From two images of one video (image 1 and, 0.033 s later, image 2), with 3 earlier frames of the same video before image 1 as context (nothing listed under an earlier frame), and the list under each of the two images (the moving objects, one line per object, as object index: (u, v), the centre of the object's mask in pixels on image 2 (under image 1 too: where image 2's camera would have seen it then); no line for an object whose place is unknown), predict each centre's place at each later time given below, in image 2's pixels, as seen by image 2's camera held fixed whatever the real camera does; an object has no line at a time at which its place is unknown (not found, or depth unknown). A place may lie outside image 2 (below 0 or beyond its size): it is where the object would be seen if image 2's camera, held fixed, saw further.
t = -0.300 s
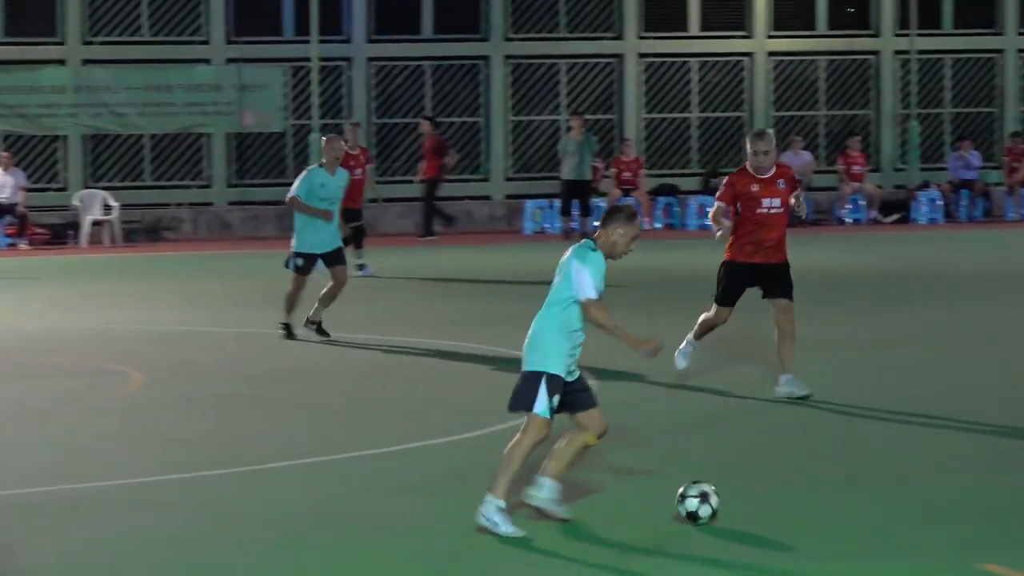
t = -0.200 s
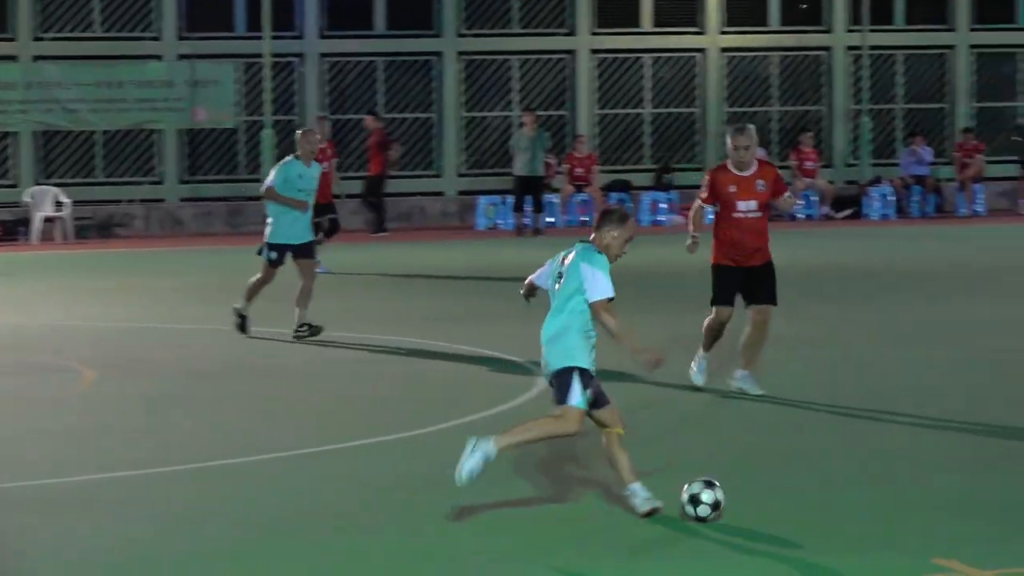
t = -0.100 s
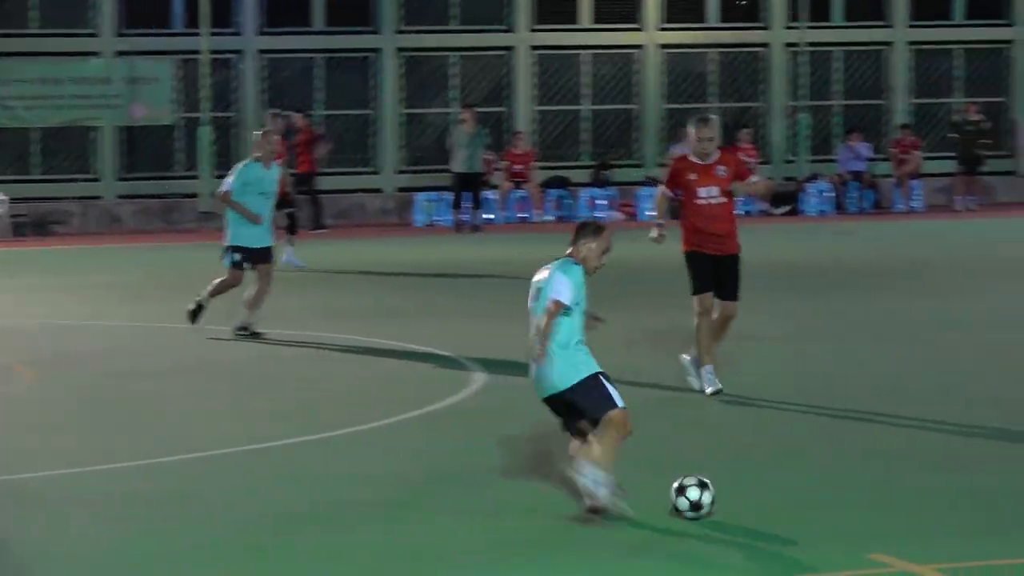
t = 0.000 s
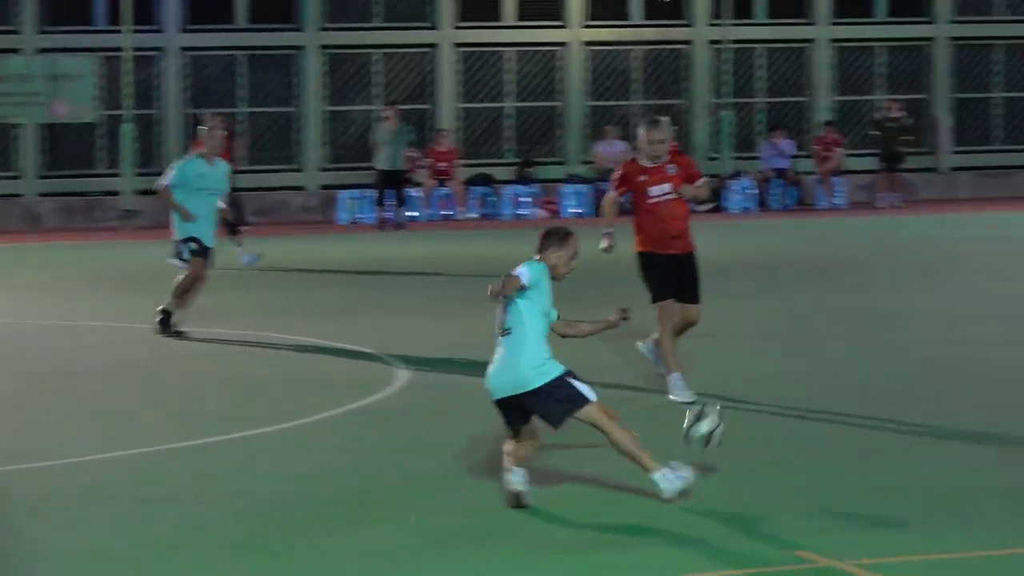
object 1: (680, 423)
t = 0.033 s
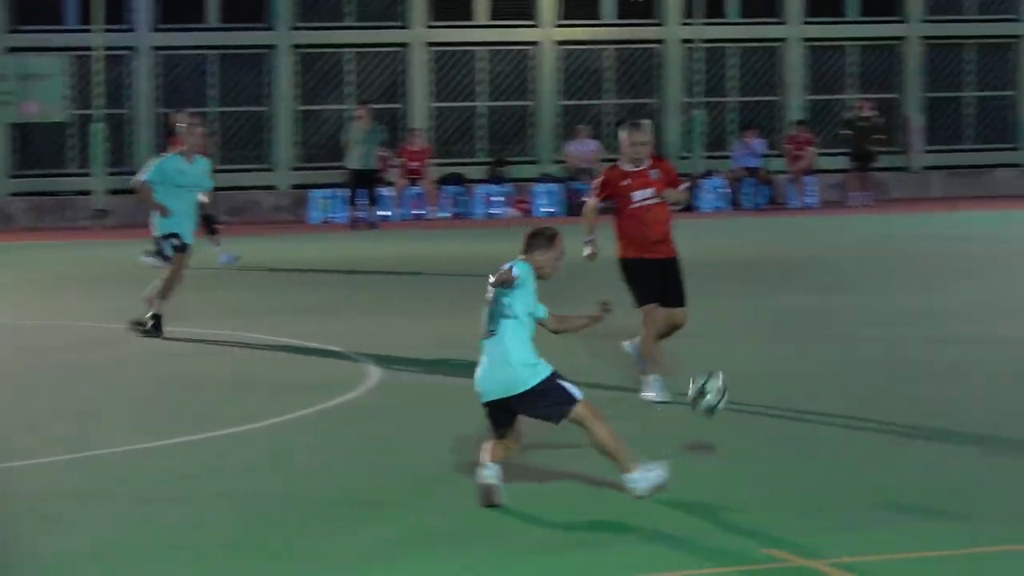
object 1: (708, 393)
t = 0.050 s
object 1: (722, 380)
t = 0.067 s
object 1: (734, 366)
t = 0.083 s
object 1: (748, 355)
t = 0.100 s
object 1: (760, 341)
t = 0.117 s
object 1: (772, 330)
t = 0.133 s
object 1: (783, 320)
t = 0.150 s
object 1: (794, 311)
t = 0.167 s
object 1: (805, 302)
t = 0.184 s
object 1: (816, 293)
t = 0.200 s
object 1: (826, 286)
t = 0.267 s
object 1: (858, 260)
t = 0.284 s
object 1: (866, 256)
